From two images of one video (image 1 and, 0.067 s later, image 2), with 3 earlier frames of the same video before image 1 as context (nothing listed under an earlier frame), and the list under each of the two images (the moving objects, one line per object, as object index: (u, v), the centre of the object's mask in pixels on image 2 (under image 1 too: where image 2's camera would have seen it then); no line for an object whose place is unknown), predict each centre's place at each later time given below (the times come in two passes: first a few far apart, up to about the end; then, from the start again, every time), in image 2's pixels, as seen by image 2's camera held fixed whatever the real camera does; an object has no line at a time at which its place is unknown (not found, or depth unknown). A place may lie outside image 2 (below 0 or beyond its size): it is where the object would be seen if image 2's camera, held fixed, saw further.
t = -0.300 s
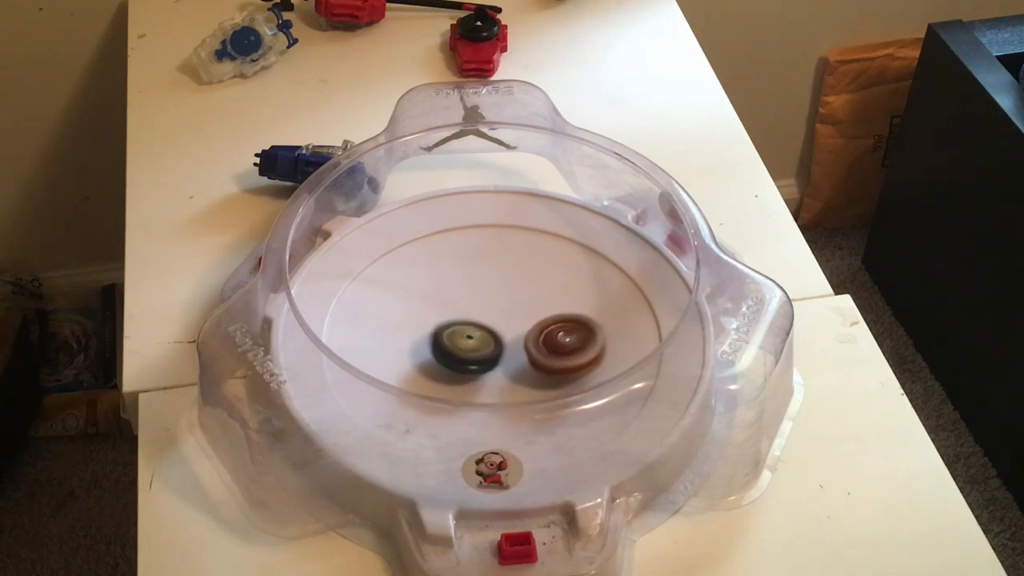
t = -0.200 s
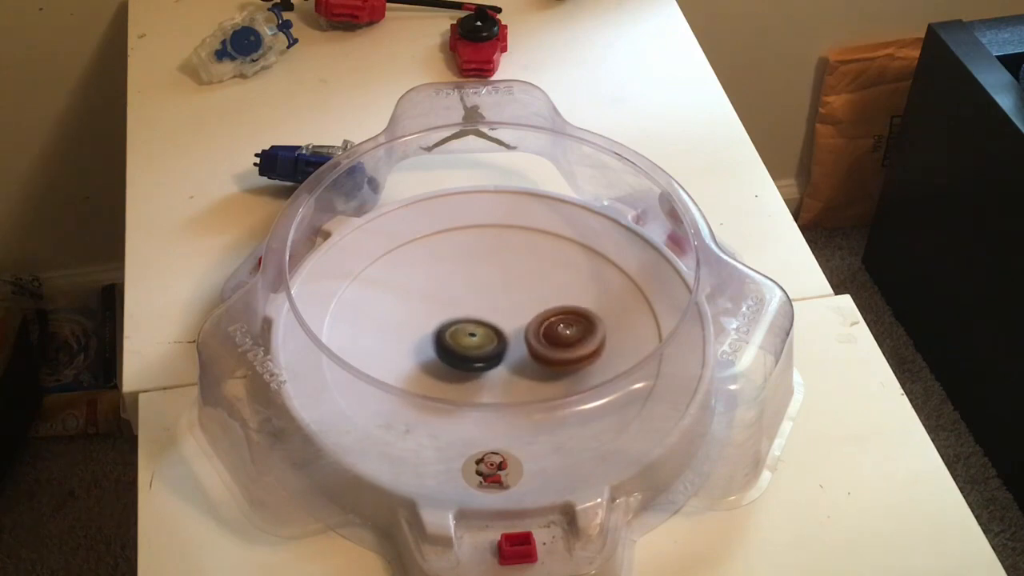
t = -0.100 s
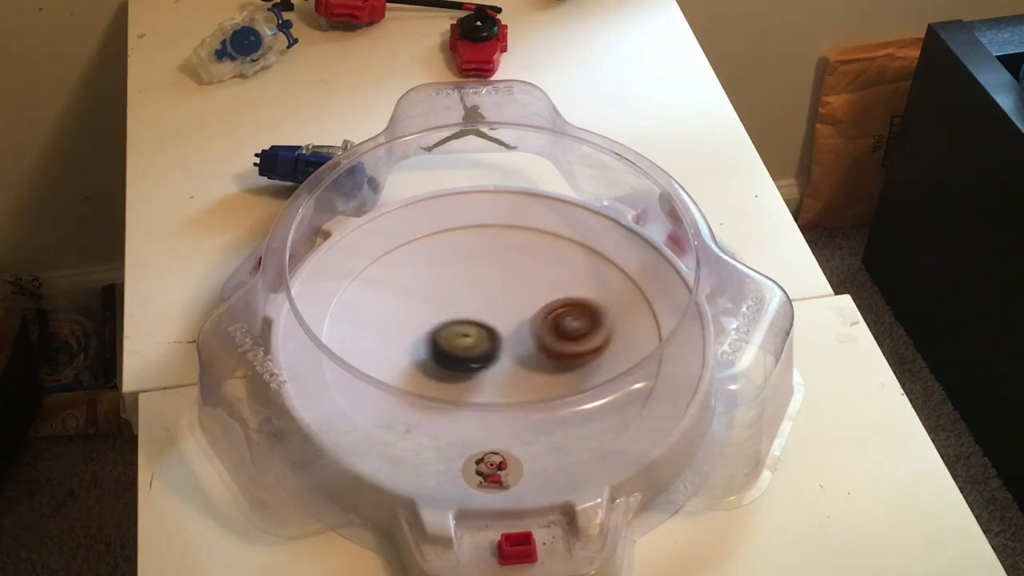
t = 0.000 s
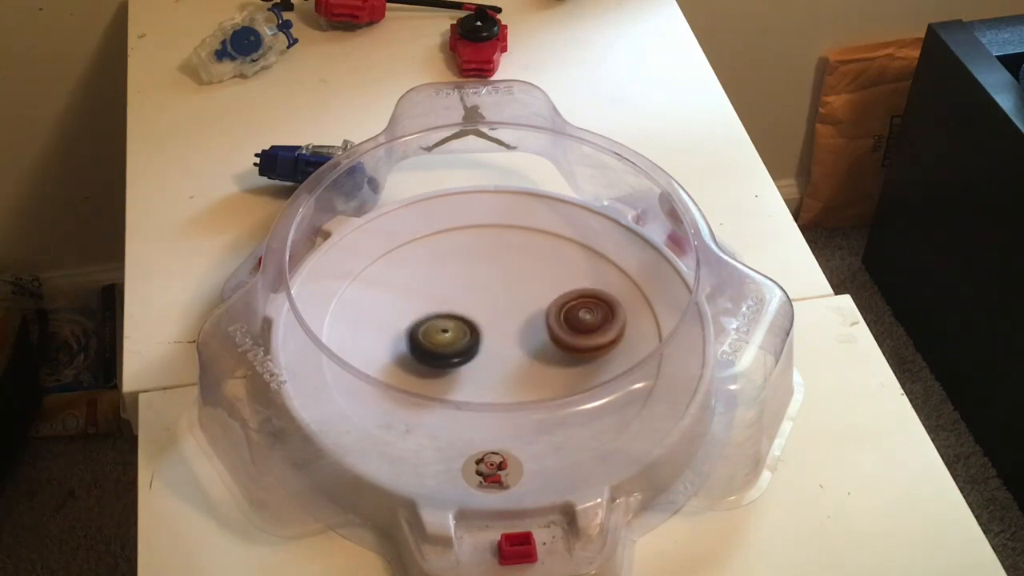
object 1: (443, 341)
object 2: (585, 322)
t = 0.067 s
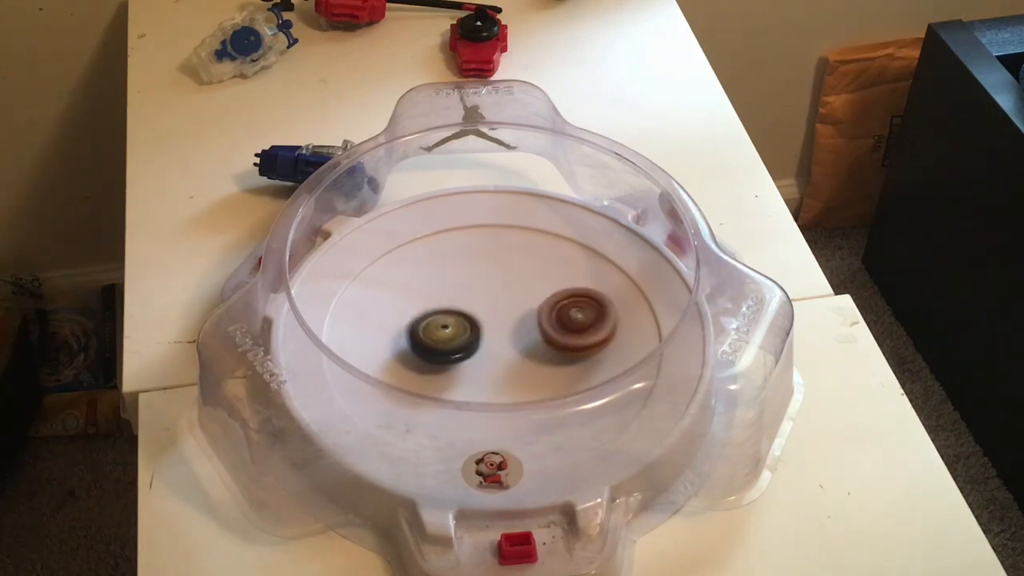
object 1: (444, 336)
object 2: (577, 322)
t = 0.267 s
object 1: (454, 326)
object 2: (548, 323)
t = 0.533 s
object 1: (444, 318)
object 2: (532, 334)
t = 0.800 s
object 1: (436, 313)
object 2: (530, 339)
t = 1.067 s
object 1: (402, 312)
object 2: (556, 342)
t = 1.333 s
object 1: (438, 330)
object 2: (523, 336)
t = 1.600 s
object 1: (448, 343)
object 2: (531, 340)
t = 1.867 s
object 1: (460, 346)
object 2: (542, 335)
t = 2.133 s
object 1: (463, 343)
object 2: (553, 326)
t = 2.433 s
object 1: (450, 329)
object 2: (548, 326)
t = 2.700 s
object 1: (455, 322)
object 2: (534, 331)
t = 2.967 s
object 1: (449, 323)
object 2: (530, 339)
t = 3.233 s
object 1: (440, 326)
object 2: (527, 339)
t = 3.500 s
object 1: (442, 336)
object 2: (528, 337)
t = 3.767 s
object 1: (428, 339)
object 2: (548, 331)
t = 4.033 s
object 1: (327, 328)
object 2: (618, 294)
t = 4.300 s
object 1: (382, 330)
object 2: (584, 279)
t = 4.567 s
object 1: (409, 348)
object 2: (650, 297)
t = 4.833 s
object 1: (407, 354)
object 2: (683, 324)
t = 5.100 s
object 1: (493, 338)
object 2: (639, 354)
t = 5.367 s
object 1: (525, 302)
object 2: (514, 374)
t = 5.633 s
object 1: (522, 290)
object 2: (393, 356)
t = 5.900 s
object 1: (506, 301)
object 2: (352, 326)
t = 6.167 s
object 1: (477, 333)
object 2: (414, 294)
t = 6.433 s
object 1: (483, 382)
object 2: (502, 259)
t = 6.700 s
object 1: (495, 384)
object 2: (566, 263)
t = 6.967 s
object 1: (511, 361)
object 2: (585, 319)
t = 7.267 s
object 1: (424, 317)
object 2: (570, 359)
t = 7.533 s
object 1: (424, 305)
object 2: (485, 379)
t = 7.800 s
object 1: (449, 318)
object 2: (417, 370)
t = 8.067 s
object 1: (504, 328)
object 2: (421, 336)
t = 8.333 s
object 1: (530, 325)
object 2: (464, 286)
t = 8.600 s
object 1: (528, 327)
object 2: (498, 269)
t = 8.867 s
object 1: (520, 351)
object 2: (508, 289)
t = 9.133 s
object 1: (512, 380)
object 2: (512, 306)
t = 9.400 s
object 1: (508, 377)
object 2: (491, 318)
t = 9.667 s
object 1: (503, 373)
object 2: (467, 319)
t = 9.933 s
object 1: (496, 371)
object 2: (468, 312)
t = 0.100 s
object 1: (447, 334)
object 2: (571, 322)
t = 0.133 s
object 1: (452, 332)
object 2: (564, 322)
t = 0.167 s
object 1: (457, 330)
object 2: (556, 322)
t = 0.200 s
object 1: (462, 328)
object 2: (548, 324)
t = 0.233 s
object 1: (463, 327)
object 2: (544, 324)
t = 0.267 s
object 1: (454, 326)
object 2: (548, 323)
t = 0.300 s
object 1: (447, 325)
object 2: (550, 324)
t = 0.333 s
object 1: (444, 324)
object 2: (550, 324)
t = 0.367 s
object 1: (442, 323)
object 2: (548, 325)
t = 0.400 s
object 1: (443, 321)
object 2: (545, 327)
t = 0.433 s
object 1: (445, 321)
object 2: (540, 329)
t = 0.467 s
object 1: (447, 320)
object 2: (535, 330)
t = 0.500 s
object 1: (450, 320)
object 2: (529, 331)
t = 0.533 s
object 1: (444, 318)
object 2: (532, 334)
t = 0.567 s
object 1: (436, 314)
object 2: (538, 336)
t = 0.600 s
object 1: (432, 311)
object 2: (541, 338)
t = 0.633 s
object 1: (429, 311)
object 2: (543, 340)
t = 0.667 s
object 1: (428, 309)
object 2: (542, 340)
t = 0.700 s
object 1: (429, 309)
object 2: (540, 341)
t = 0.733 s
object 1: (431, 310)
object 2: (537, 340)
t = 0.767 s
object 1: (433, 311)
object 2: (534, 340)
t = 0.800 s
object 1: (436, 313)
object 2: (530, 339)
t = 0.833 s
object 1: (439, 314)
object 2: (525, 338)
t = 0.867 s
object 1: (442, 316)
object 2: (521, 337)
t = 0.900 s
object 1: (431, 316)
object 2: (529, 338)
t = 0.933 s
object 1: (419, 313)
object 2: (541, 340)
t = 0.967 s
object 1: (410, 311)
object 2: (549, 340)
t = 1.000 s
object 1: (405, 311)
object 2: (555, 341)
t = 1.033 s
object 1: (402, 311)
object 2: (556, 341)
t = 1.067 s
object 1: (402, 312)
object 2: (556, 342)
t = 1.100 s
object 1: (403, 313)
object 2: (554, 342)
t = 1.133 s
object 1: (406, 315)
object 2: (551, 341)
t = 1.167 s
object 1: (409, 317)
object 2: (546, 341)
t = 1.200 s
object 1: (414, 320)
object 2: (541, 340)
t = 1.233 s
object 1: (420, 322)
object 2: (536, 339)
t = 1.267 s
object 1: (425, 325)
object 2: (531, 339)
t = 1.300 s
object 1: (432, 327)
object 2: (527, 339)
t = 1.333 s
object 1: (438, 330)
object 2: (523, 336)
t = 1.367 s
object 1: (439, 333)
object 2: (523, 337)
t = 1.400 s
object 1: (440, 334)
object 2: (525, 338)
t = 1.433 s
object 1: (442, 335)
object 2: (526, 340)
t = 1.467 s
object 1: (444, 338)
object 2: (526, 339)
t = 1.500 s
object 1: (445, 339)
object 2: (528, 341)
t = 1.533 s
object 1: (446, 340)
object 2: (530, 340)
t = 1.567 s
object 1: (448, 341)
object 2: (529, 341)
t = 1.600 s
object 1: (448, 343)
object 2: (531, 340)
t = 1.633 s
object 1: (449, 343)
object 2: (532, 341)
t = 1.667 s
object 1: (450, 344)
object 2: (534, 341)
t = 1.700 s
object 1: (449, 345)
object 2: (537, 340)
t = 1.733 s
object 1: (451, 344)
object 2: (539, 340)
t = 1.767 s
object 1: (454, 345)
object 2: (539, 339)
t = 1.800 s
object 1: (457, 345)
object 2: (539, 338)
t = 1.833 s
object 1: (459, 346)
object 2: (540, 337)
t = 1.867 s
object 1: (460, 346)
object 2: (542, 335)
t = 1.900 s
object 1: (461, 346)
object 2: (543, 334)
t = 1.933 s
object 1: (463, 346)
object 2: (544, 333)
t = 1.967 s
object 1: (465, 346)
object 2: (545, 331)
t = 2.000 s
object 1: (466, 346)
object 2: (546, 330)
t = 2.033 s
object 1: (463, 346)
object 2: (550, 329)
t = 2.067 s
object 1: (461, 345)
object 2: (553, 327)
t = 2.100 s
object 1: (461, 344)
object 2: (554, 327)
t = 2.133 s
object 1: (463, 343)
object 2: (553, 326)
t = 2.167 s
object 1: (465, 341)
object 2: (550, 326)
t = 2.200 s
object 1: (468, 339)
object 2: (547, 326)
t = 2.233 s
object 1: (464, 338)
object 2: (549, 326)
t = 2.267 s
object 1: (456, 337)
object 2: (554, 325)
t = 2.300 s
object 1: (451, 335)
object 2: (557, 325)
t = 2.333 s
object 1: (448, 333)
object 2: (556, 325)
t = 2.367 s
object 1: (447, 332)
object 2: (554, 325)
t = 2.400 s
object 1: (448, 330)
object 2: (552, 325)
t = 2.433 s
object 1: (450, 329)
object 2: (548, 326)
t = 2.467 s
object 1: (453, 328)
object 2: (545, 326)
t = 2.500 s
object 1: (455, 327)
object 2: (540, 326)
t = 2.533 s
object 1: (457, 326)
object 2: (537, 328)
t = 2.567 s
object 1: (457, 326)
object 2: (536, 328)
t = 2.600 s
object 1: (456, 325)
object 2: (536, 328)
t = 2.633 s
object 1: (455, 324)
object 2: (536, 328)
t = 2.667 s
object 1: (455, 323)
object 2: (535, 329)
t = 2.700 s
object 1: (455, 322)
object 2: (534, 331)
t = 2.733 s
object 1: (455, 322)
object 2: (534, 332)
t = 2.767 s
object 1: (455, 321)
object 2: (533, 333)
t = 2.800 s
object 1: (454, 321)
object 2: (533, 334)
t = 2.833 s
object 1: (452, 321)
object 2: (533, 335)
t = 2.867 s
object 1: (451, 321)
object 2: (532, 335)
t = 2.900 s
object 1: (451, 322)
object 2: (531, 335)
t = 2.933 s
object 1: (451, 322)
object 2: (530, 336)
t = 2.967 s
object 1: (449, 323)
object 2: (530, 339)
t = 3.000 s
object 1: (443, 322)
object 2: (534, 340)
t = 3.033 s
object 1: (439, 321)
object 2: (536, 340)
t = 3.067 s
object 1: (437, 321)
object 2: (536, 340)
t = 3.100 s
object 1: (436, 321)
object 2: (535, 342)
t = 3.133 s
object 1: (436, 322)
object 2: (534, 341)
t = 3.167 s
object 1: (437, 323)
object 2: (532, 340)
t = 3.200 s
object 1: (439, 325)
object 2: (530, 341)
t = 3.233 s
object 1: (440, 326)
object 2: (527, 339)
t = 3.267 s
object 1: (442, 328)
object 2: (524, 340)
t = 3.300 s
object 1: (439, 330)
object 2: (528, 338)
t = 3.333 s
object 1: (436, 330)
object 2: (531, 340)
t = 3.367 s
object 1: (436, 331)
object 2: (532, 339)
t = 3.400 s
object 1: (436, 332)
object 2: (533, 338)
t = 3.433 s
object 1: (438, 333)
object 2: (532, 338)
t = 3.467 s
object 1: (440, 334)
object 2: (530, 337)
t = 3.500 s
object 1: (442, 336)
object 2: (528, 337)
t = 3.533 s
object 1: (444, 337)
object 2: (525, 338)
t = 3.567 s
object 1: (442, 340)
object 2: (525, 338)
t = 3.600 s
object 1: (432, 340)
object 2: (536, 335)
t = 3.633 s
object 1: (427, 338)
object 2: (544, 334)
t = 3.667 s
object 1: (423, 340)
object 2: (548, 332)
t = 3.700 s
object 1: (422, 339)
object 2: (550, 332)
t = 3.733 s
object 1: (424, 338)
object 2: (550, 330)
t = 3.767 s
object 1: (428, 339)
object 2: (548, 331)
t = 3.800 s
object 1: (433, 339)
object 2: (544, 331)
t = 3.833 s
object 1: (438, 339)
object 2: (539, 330)
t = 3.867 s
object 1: (444, 339)
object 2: (534, 330)
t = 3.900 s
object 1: (448, 339)
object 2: (530, 331)
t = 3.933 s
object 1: (413, 342)
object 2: (558, 327)
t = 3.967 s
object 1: (379, 335)
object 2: (585, 317)
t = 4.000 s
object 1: (348, 332)
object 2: (605, 305)
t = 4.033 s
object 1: (327, 328)
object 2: (618, 294)
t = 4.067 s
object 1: (331, 317)
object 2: (632, 282)
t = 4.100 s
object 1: (322, 324)
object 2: (636, 274)
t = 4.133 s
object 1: (332, 319)
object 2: (626, 274)
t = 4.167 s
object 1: (335, 318)
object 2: (617, 272)
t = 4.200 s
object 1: (341, 324)
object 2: (607, 273)
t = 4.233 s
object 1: (350, 324)
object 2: (600, 274)
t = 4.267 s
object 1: (365, 325)
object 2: (593, 276)
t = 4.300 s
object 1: (382, 330)
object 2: (584, 279)
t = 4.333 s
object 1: (402, 327)
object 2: (575, 283)
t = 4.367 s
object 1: (422, 330)
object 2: (565, 290)
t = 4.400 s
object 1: (443, 332)
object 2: (558, 297)
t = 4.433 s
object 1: (465, 328)
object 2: (553, 305)
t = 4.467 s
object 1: (471, 334)
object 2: (563, 310)
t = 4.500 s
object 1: (448, 335)
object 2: (603, 301)
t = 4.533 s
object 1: (428, 342)
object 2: (633, 297)
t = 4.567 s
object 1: (409, 348)
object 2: (650, 297)
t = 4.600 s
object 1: (398, 348)
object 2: (651, 300)
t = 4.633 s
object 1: (387, 353)
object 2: (651, 302)
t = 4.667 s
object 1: (383, 353)
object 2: (651, 304)
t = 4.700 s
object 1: (383, 351)
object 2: (654, 305)
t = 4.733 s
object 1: (386, 354)
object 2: (665, 312)
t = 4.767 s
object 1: (391, 354)
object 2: (674, 315)
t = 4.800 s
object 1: (398, 353)
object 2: (679, 319)
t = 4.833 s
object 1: (407, 354)
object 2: (683, 324)
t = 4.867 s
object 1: (417, 351)
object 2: (684, 329)
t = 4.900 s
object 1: (428, 349)
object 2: (684, 333)
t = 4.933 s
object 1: (439, 347)
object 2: (682, 338)
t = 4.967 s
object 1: (450, 344)
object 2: (677, 342)
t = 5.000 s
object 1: (460, 343)
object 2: (669, 345)
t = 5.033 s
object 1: (471, 341)
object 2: (661, 347)
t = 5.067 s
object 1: (481, 340)
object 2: (652, 349)
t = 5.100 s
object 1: (493, 338)
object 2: (639, 354)
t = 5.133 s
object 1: (503, 337)
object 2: (617, 353)
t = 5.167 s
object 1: (512, 335)
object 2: (606, 355)
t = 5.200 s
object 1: (521, 333)
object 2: (592, 360)
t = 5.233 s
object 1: (523, 328)
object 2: (579, 364)
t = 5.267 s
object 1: (523, 320)
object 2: (564, 367)
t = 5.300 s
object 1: (523, 313)
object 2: (548, 371)
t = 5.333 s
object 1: (524, 308)
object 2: (531, 373)
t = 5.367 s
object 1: (525, 302)
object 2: (514, 374)
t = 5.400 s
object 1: (526, 298)
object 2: (497, 375)
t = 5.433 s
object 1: (526, 295)
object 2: (482, 375)
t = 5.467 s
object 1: (527, 293)
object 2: (466, 373)
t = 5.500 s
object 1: (526, 292)
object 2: (450, 372)
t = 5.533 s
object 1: (525, 290)
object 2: (435, 369)
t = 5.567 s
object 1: (525, 290)
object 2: (421, 365)
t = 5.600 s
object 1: (524, 290)
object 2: (406, 361)
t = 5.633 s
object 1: (522, 290)
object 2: (393, 356)
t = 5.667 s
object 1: (521, 290)
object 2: (380, 351)
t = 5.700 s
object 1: (519, 291)
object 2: (369, 345)
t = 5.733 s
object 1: (517, 292)
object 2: (361, 341)
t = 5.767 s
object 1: (515, 294)
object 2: (354, 336)
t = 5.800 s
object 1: (513, 295)
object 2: (351, 332)
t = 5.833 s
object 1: (511, 296)
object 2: (350, 330)
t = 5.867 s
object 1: (509, 298)
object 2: (350, 328)
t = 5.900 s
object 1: (506, 301)
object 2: (352, 326)
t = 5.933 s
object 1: (502, 304)
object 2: (356, 324)
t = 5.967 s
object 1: (499, 307)
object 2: (360, 322)
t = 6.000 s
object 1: (495, 310)
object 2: (369, 314)
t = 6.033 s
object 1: (491, 314)
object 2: (376, 311)
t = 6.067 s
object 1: (487, 319)
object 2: (384, 307)
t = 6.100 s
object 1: (483, 323)
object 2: (393, 304)
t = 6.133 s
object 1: (480, 328)
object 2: (404, 299)
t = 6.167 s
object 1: (477, 333)
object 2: (414, 294)
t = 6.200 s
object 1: (478, 340)
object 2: (425, 288)
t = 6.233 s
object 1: (480, 349)
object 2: (435, 284)
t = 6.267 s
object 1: (481, 357)
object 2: (447, 279)
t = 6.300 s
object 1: (482, 366)
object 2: (457, 274)
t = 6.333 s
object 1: (482, 373)
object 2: (470, 269)
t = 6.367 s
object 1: (482, 377)
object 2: (480, 266)
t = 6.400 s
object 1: (483, 380)
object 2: (492, 262)
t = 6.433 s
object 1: (483, 382)
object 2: (502, 259)
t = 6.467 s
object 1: (484, 384)
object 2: (515, 255)
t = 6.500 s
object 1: (487, 390)
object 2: (524, 253)
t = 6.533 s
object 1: (489, 390)
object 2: (533, 253)
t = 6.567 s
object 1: (488, 385)
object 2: (541, 252)
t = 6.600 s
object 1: (490, 385)
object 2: (548, 253)
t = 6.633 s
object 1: (491, 385)
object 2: (554, 256)
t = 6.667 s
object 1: (493, 385)
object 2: (560, 259)
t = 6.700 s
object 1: (495, 384)
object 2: (566, 263)
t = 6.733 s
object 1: (497, 383)
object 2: (570, 268)
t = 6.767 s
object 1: (499, 382)
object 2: (575, 273)
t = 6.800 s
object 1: (501, 380)
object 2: (579, 280)
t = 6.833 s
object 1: (502, 378)
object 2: (582, 286)
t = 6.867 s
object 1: (504, 375)
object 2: (584, 293)
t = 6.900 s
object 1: (506, 372)
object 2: (585, 302)
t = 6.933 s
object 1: (509, 367)
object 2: (586, 310)
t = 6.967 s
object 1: (511, 361)
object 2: (585, 319)
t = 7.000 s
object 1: (511, 355)
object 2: (584, 328)
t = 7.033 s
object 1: (493, 356)
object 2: (592, 331)
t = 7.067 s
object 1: (477, 355)
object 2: (596, 334)
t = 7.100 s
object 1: (463, 350)
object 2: (595, 337)
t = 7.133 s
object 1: (451, 346)
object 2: (592, 340)
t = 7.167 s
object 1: (442, 339)
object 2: (588, 345)
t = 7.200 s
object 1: (434, 331)
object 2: (584, 348)
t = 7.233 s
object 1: (429, 324)
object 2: (577, 353)
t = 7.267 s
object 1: (424, 317)
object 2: (570, 359)
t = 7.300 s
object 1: (422, 312)
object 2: (562, 364)
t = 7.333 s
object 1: (421, 308)
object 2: (553, 368)
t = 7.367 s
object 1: (420, 306)
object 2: (543, 371)
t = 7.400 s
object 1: (420, 305)
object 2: (533, 374)
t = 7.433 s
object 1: (420, 305)
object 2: (522, 376)
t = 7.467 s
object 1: (421, 305)
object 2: (509, 378)
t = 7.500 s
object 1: (422, 305)
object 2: (498, 379)
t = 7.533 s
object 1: (424, 305)
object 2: (485, 379)
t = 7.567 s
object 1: (427, 306)
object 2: (474, 379)
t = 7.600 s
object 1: (429, 308)
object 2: (462, 379)
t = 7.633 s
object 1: (433, 309)
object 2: (450, 378)
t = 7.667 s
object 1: (436, 311)
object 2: (442, 378)
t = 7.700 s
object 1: (439, 312)
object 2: (432, 376)
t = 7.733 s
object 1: (442, 314)
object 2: (426, 374)
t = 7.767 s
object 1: (445, 316)
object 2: (421, 372)
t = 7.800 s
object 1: (449, 318)
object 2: (417, 370)
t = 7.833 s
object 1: (452, 320)
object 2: (414, 366)
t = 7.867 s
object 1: (458, 323)
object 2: (412, 364)
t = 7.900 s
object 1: (464, 323)
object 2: (410, 361)
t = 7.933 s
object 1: (473, 324)
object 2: (410, 358)
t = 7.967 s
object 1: (480, 325)
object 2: (412, 355)
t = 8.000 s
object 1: (488, 327)
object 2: (414, 349)
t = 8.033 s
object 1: (497, 328)
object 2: (417, 342)
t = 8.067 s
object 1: (504, 328)
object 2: (421, 336)
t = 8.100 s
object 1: (510, 329)
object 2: (425, 331)
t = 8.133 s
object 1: (516, 329)
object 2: (430, 326)
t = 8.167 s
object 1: (520, 328)
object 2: (436, 319)
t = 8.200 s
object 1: (523, 327)
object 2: (442, 312)
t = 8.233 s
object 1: (525, 327)
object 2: (448, 306)
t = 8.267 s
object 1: (527, 326)
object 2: (454, 299)
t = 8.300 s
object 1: (529, 326)
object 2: (459, 292)
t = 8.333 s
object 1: (530, 325)
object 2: (464, 286)
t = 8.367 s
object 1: (530, 324)
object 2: (469, 281)
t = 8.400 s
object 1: (530, 323)
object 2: (474, 276)
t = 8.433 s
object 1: (529, 323)
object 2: (478, 273)
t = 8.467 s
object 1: (529, 323)
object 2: (482, 272)
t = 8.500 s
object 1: (529, 323)
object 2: (486, 270)
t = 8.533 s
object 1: (529, 323)
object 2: (490, 269)
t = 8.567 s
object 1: (529, 325)
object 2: (494, 268)
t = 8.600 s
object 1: (528, 327)
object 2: (498, 269)
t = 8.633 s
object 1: (529, 332)
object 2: (499, 268)
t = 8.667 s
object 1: (530, 337)
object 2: (500, 267)
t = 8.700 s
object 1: (529, 342)
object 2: (499, 269)
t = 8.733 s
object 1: (527, 345)
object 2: (499, 271)
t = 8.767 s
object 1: (524, 347)
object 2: (501, 274)
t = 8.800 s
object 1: (522, 349)
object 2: (502, 279)
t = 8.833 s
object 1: (521, 351)
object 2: (504, 285)
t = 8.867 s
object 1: (520, 351)
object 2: (508, 289)
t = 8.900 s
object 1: (519, 356)
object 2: (509, 294)
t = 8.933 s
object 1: (518, 360)
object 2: (511, 298)
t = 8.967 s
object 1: (517, 366)
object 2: (512, 302)
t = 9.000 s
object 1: (514, 374)
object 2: (514, 302)
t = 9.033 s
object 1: (513, 376)
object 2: (514, 302)
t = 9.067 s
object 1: (512, 379)
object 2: (514, 303)
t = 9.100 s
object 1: (512, 380)
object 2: (513, 304)
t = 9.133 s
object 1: (512, 380)
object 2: (512, 306)
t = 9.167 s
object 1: (512, 381)
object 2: (510, 307)
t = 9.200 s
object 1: (511, 381)
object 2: (509, 306)
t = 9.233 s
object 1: (511, 380)
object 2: (508, 307)
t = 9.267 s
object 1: (511, 380)
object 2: (505, 310)
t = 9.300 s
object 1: (510, 380)
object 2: (503, 311)
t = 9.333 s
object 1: (509, 379)
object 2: (499, 313)
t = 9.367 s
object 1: (509, 379)
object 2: (495, 317)
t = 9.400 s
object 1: (508, 377)
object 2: (491, 318)
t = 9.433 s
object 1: (507, 376)
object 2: (487, 320)
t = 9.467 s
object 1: (507, 376)
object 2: (483, 319)
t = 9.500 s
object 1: (507, 377)
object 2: (478, 319)
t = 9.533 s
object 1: (507, 376)
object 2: (474, 320)
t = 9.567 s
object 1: (507, 375)
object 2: (470, 320)
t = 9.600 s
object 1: (505, 374)
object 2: (469, 320)
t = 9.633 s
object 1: (504, 374)
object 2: (468, 320)
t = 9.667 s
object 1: (503, 373)
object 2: (467, 319)
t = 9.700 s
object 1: (502, 374)
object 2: (466, 318)
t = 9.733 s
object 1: (501, 374)
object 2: (466, 316)
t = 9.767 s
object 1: (500, 375)
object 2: (467, 315)
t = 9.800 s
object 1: (498, 374)
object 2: (466, 313)
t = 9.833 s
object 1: (497, 372)
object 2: (467, 315)
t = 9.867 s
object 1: (495, 372)
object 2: (467, 314)
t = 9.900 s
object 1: (495, 372)
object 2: (467, 313)
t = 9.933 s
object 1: (496, 371)
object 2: (468, 312)
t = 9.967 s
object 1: (495, 371)
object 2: (469, 312)
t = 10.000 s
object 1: (495, 370)
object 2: (472, 311)
